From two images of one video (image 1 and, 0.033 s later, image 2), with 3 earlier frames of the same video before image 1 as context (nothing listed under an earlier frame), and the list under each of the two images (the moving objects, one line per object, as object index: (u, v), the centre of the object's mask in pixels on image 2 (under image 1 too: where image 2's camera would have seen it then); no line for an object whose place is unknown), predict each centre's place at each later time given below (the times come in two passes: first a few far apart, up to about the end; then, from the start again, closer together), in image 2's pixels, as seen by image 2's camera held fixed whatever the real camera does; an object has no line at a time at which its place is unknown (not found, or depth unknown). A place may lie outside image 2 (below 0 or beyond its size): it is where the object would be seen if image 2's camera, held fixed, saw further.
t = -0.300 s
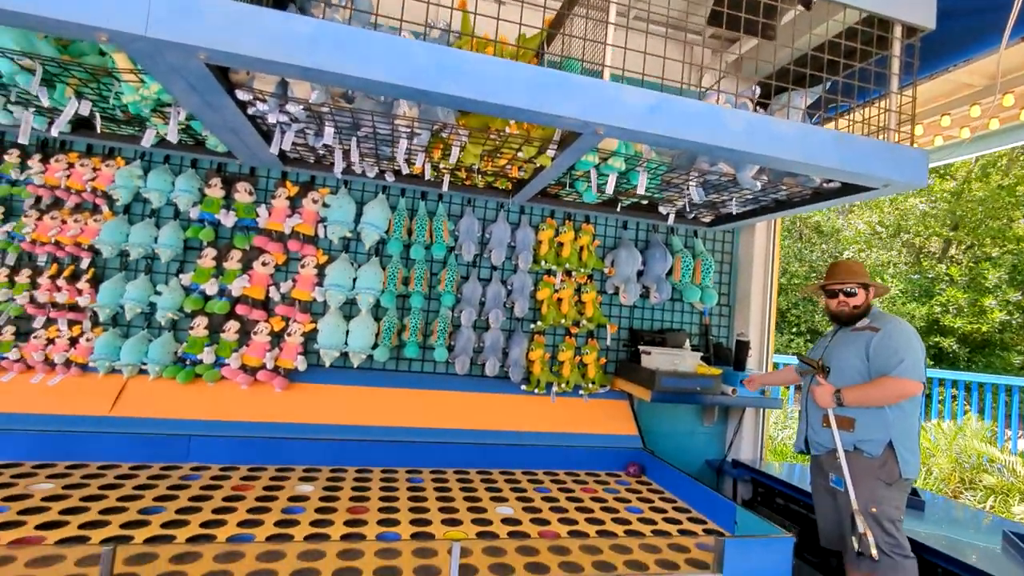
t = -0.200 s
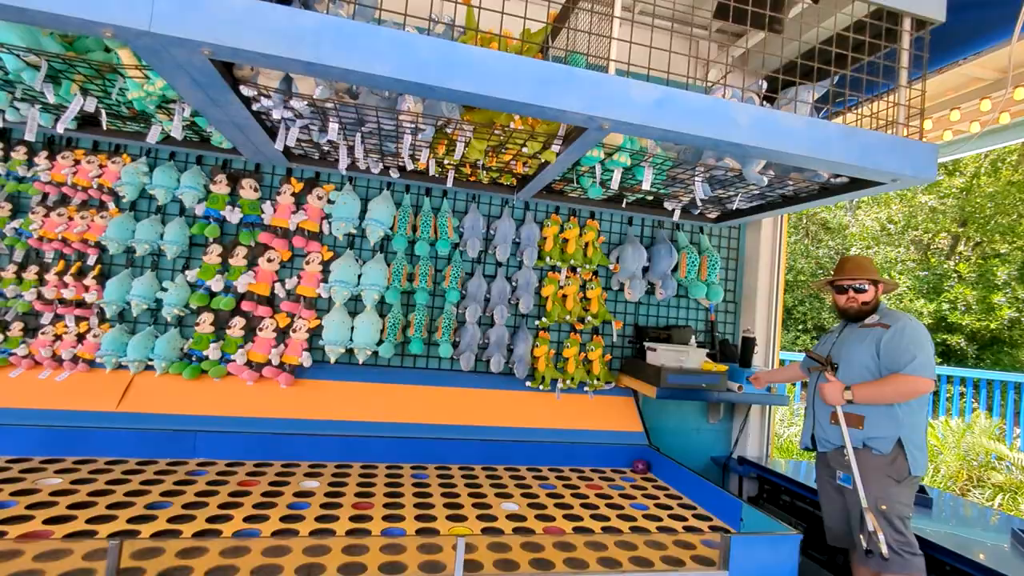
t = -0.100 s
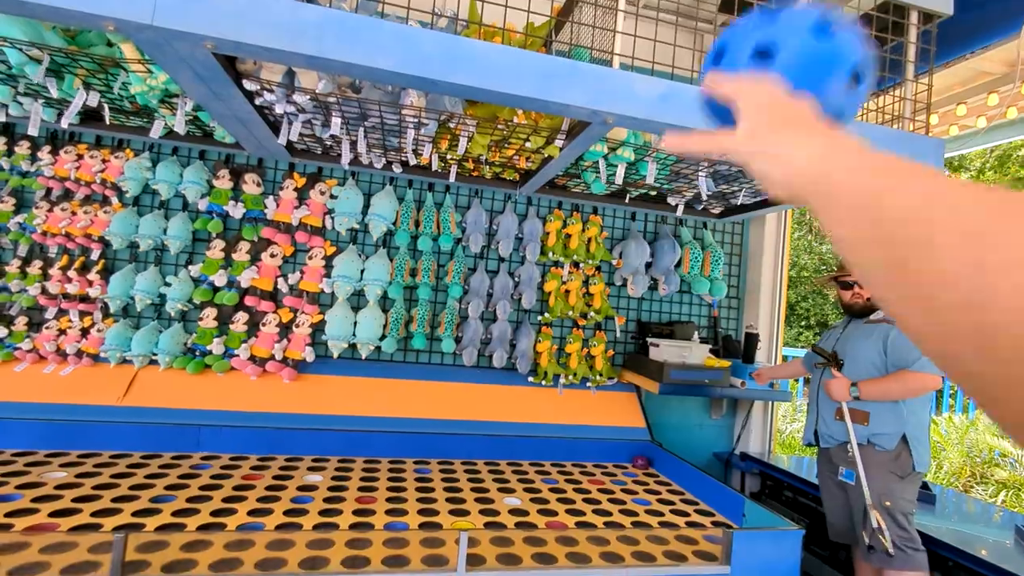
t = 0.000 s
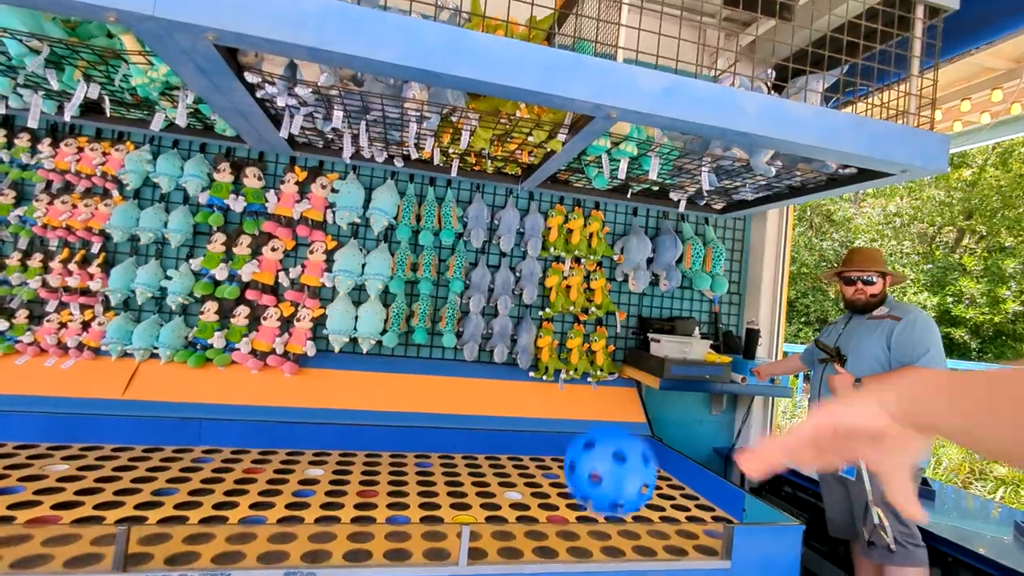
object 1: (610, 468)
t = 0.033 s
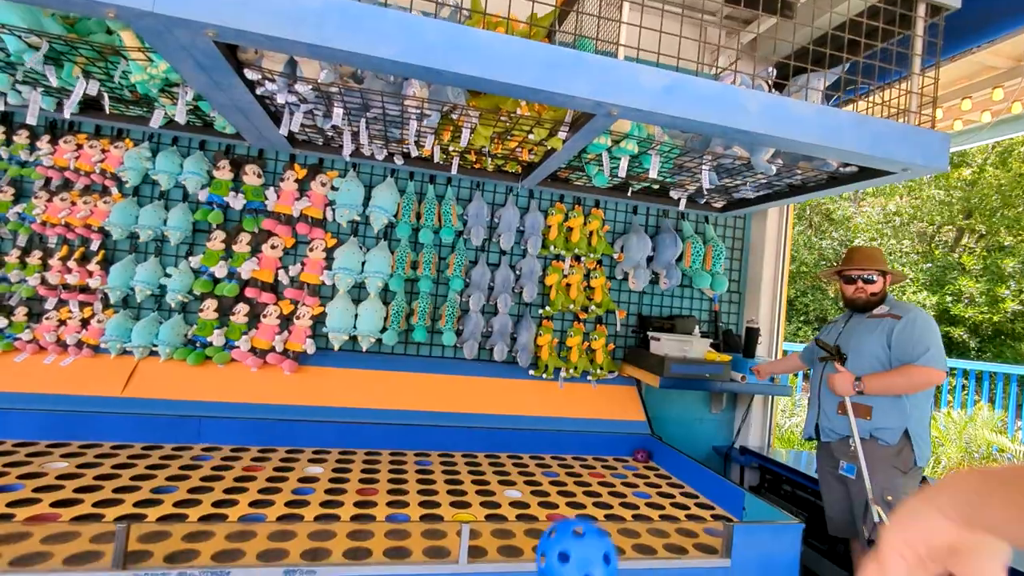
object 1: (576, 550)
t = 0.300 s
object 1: (500, 395)
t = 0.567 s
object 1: (470, 354)
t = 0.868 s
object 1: (435, 506)
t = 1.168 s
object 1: (425, 430)
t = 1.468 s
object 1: (413, 439)
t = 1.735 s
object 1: (403, 437)
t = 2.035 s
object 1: (397, 453)
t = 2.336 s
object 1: (398, 456)
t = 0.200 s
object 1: (510, 528)
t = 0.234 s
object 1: (507, 472)
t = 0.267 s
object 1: (504, 425)
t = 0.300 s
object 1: (500, 395)
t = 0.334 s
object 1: (496, 370)
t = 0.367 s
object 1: (492, 352)
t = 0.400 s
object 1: (489, 342)
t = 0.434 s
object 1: (485, 336)
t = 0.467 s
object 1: (481, 335)
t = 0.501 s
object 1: (477, 337)
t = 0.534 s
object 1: (473, 344)
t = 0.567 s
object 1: (470, 354)
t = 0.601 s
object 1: (466, 368)
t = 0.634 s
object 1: (461, 384)
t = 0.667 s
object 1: (457, 402)
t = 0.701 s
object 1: (453, 423)
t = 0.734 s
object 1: (448, 448)
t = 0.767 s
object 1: (445, 471)
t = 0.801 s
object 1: (440, 498)
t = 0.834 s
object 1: (435, 527)
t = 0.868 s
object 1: (435, 506)
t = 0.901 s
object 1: (435, 484)
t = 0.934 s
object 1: (435, 465)
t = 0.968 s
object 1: (434, 452)
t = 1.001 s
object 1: (433, 441)
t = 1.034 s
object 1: (433, 432)
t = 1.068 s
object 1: (430, 428)
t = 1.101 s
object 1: (429, 426)
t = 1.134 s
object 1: (427, 427)
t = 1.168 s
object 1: (425, 430)
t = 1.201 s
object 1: (423, 436)
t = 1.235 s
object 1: (420, 445)
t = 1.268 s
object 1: (418, 455)
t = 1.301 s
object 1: (417, 466)
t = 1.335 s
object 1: (416, 470)
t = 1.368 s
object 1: (416, 460)
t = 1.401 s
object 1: (414, 452)
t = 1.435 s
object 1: (414, 443)
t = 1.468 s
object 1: (413, 439)
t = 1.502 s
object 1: (412, 437)
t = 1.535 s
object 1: (412, 438)
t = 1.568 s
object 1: (411, 441)
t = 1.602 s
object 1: (409, 445)
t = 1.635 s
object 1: (409, 452)
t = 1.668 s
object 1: (407, 447)
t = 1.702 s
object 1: (406, 441)
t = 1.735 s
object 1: (403, 437)
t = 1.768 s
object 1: (402, 436)
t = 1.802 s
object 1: (401, 436)
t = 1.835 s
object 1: (399, 437)
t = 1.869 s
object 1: (398, 444)
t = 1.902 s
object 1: (398, 448)
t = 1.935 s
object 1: (398, 446)
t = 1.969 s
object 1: (398, 446)
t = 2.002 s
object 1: (397, 448)
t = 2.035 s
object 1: (397, 453)
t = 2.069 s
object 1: (398, 457)
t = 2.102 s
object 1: (399, 456)
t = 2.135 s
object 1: (399, 455)
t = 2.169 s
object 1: (399, 455)
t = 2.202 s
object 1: (398, 456)
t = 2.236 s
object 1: (397, 456)
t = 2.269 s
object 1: (397, 457)
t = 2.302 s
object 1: (398, 456)
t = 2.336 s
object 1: (398, 456)
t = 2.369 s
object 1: (397, 456)
